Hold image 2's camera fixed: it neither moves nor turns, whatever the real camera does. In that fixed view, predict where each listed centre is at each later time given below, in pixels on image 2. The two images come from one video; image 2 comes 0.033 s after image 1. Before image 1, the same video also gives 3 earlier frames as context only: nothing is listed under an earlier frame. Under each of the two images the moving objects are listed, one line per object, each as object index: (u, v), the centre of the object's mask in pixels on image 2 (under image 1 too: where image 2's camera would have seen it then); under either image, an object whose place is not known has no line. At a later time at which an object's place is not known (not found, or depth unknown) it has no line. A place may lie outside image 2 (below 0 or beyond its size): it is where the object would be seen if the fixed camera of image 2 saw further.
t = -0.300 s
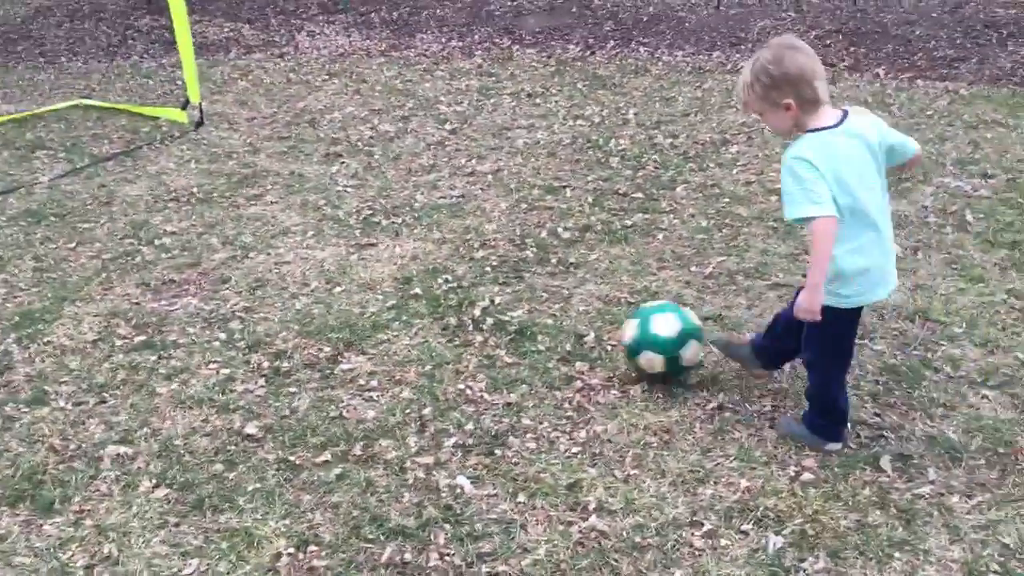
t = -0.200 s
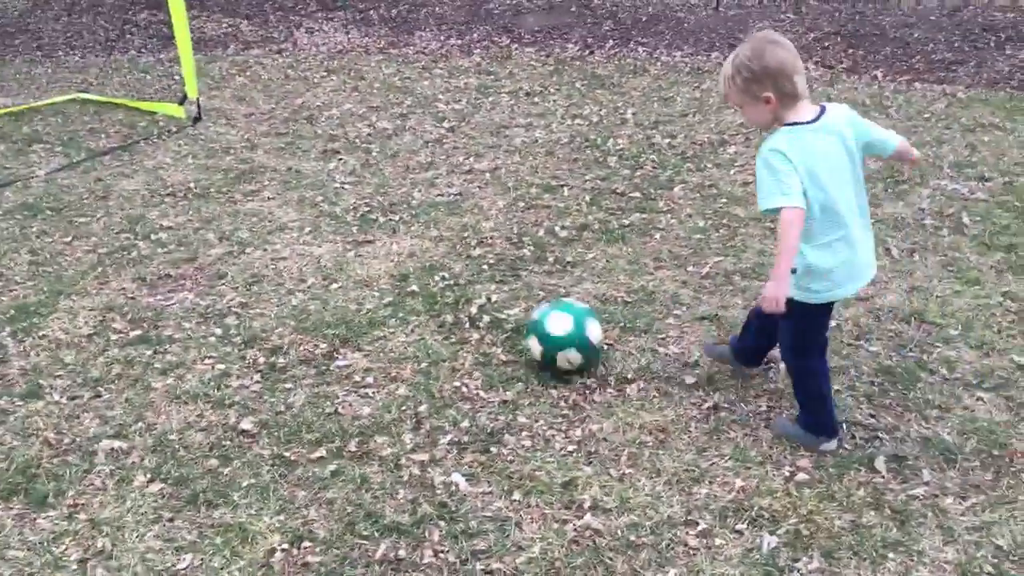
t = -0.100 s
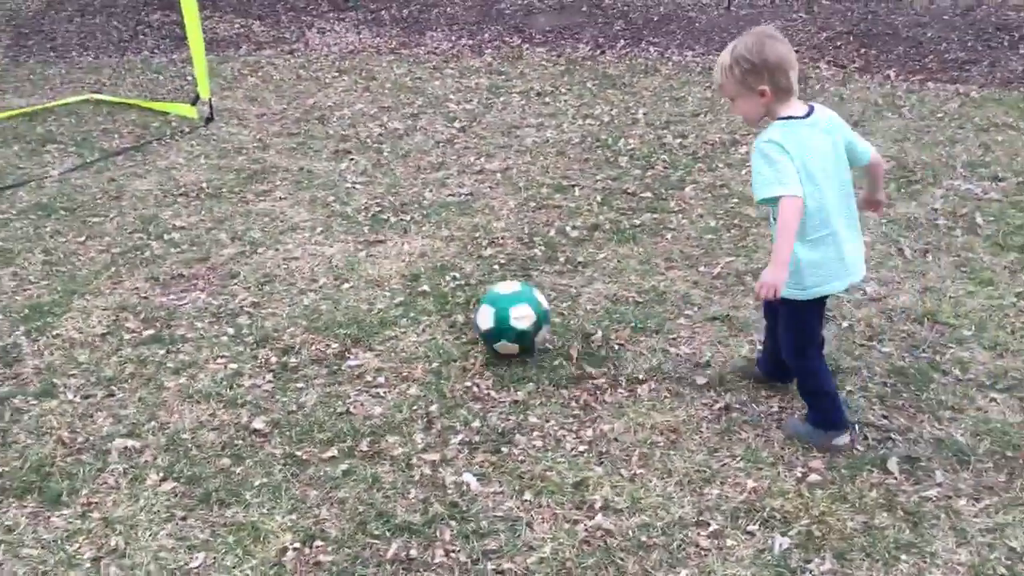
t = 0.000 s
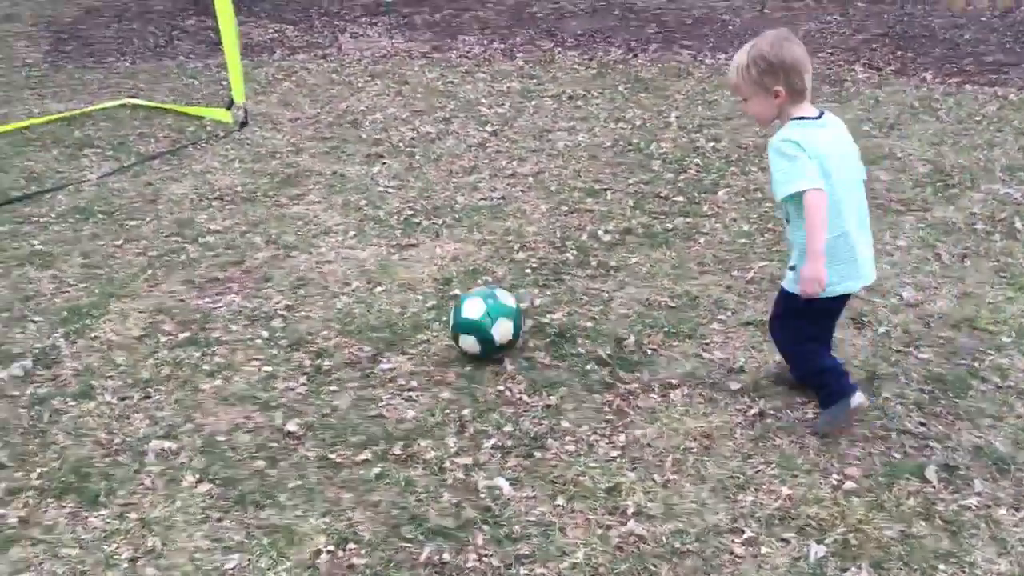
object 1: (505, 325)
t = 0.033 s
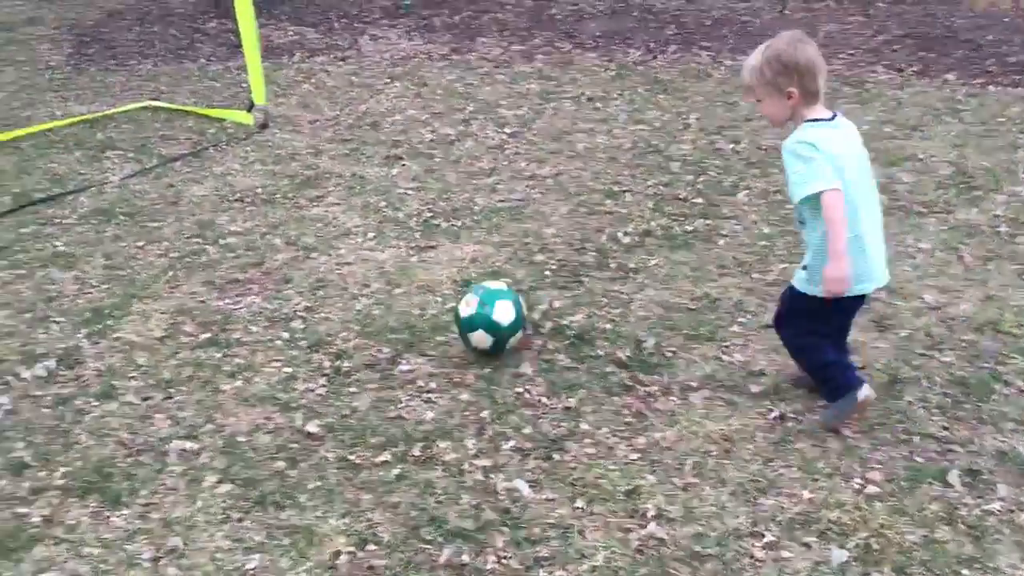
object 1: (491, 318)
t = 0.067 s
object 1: (477, 313)
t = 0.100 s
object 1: (461, 312)
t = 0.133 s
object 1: (447, 314)
